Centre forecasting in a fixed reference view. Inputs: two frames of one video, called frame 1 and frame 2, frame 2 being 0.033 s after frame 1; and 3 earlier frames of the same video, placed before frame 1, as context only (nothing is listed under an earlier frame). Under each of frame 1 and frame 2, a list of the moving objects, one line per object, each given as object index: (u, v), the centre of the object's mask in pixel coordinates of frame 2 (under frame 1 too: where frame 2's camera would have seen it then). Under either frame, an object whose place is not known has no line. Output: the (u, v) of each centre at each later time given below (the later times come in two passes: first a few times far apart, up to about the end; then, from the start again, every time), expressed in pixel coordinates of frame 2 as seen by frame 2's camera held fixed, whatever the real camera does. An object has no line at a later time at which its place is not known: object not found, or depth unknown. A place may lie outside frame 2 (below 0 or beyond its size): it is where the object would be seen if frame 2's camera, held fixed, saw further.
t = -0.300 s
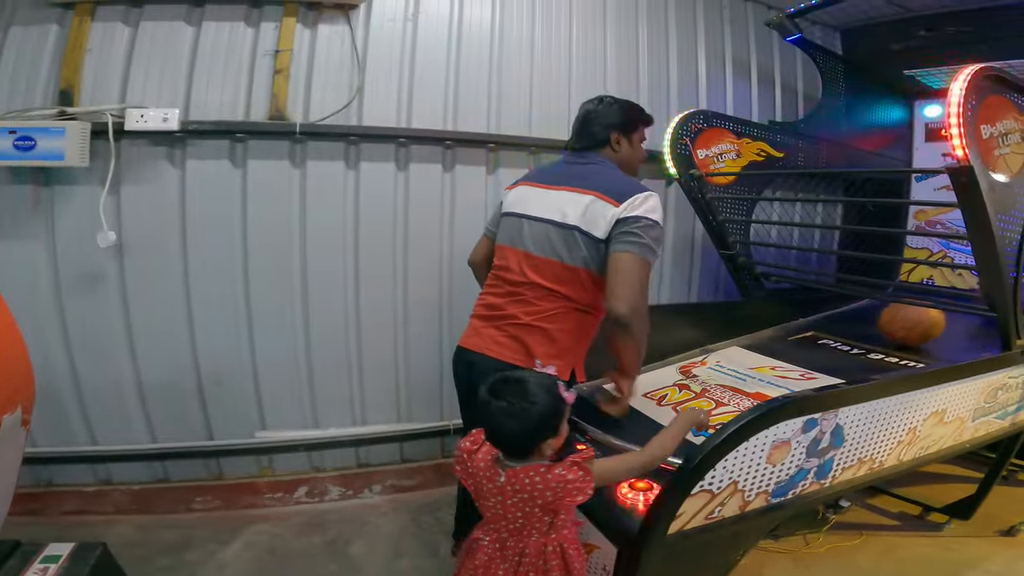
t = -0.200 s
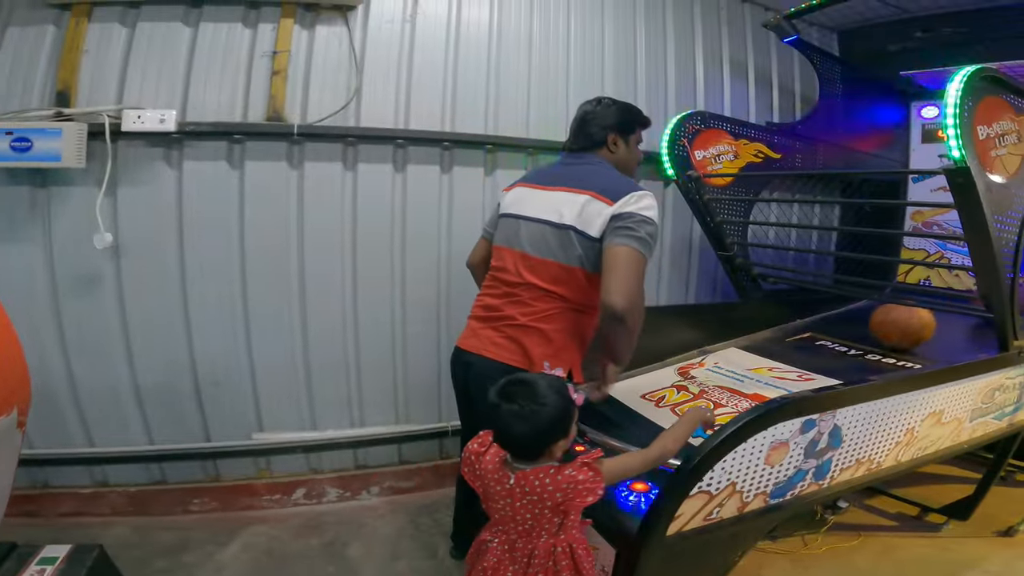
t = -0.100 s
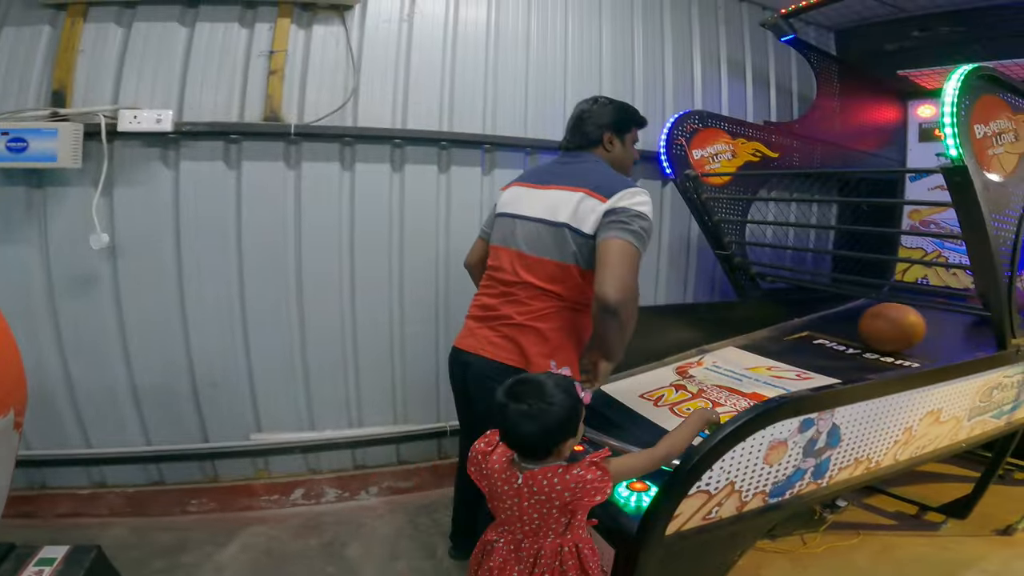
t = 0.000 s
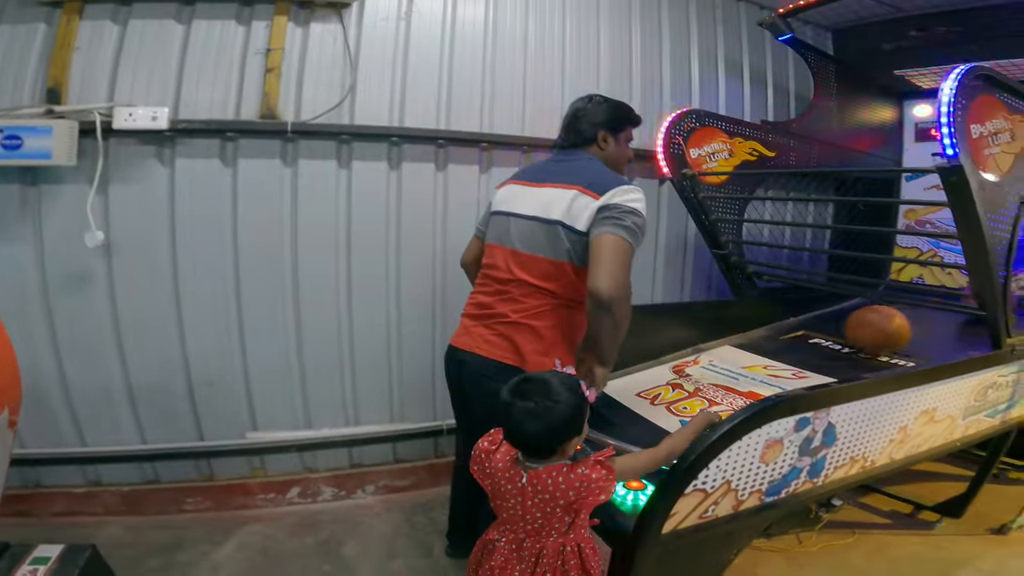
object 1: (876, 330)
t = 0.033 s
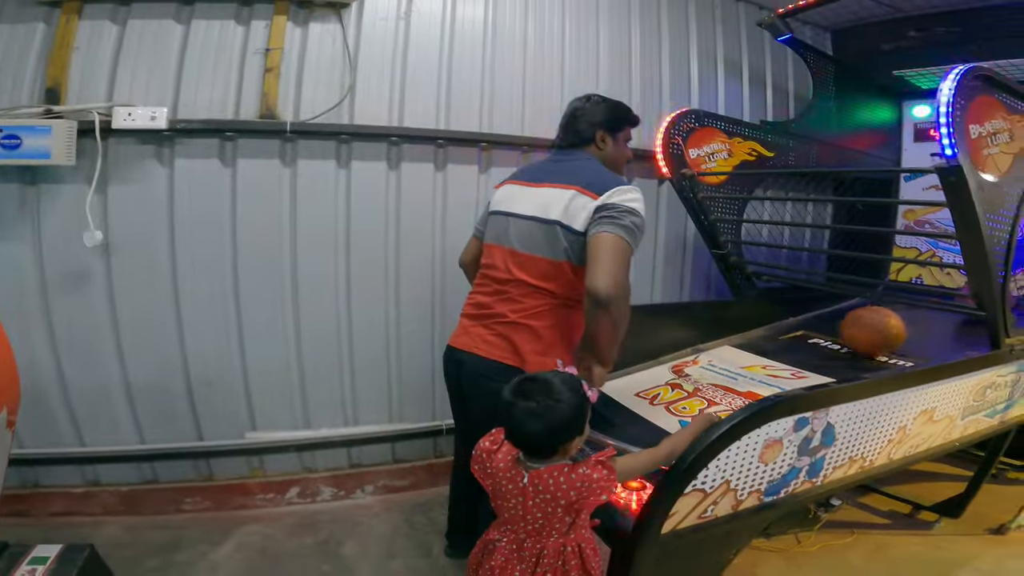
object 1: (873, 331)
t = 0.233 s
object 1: (852, 339)
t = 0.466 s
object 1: (822, 354)
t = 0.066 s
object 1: (869, 332)
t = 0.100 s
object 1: (866, 333)
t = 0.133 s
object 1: (863, 334)
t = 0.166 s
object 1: (860, 336)
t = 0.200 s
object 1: (856, 337)
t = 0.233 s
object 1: (852, 339)
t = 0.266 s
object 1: (849, 340)
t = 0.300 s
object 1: (845, 342)
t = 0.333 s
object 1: (841, 344)
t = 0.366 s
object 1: (837, 346)
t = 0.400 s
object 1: (832, 349)
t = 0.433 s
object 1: (827, 351)
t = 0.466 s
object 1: (822, 354)
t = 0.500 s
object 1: (817, 356)
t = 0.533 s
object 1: (811, 359)
